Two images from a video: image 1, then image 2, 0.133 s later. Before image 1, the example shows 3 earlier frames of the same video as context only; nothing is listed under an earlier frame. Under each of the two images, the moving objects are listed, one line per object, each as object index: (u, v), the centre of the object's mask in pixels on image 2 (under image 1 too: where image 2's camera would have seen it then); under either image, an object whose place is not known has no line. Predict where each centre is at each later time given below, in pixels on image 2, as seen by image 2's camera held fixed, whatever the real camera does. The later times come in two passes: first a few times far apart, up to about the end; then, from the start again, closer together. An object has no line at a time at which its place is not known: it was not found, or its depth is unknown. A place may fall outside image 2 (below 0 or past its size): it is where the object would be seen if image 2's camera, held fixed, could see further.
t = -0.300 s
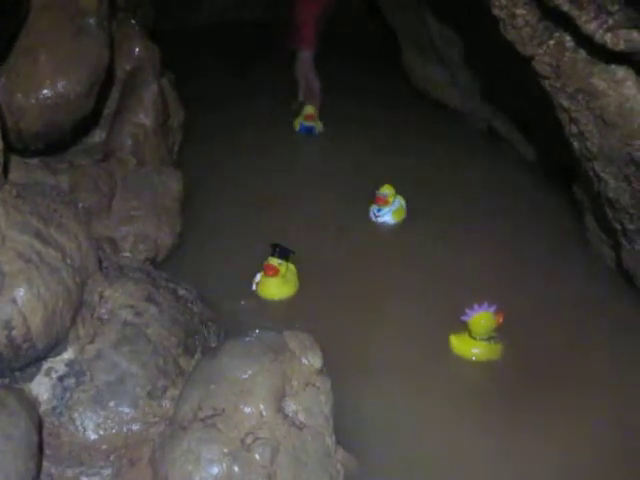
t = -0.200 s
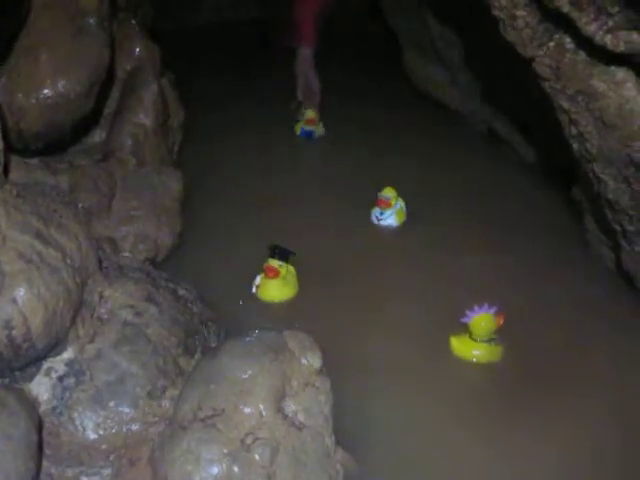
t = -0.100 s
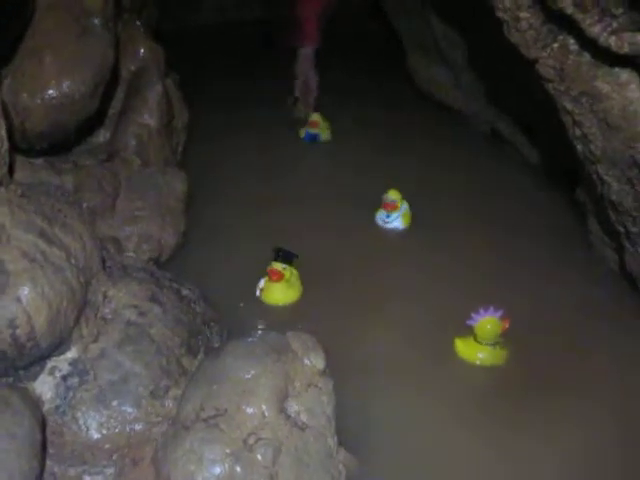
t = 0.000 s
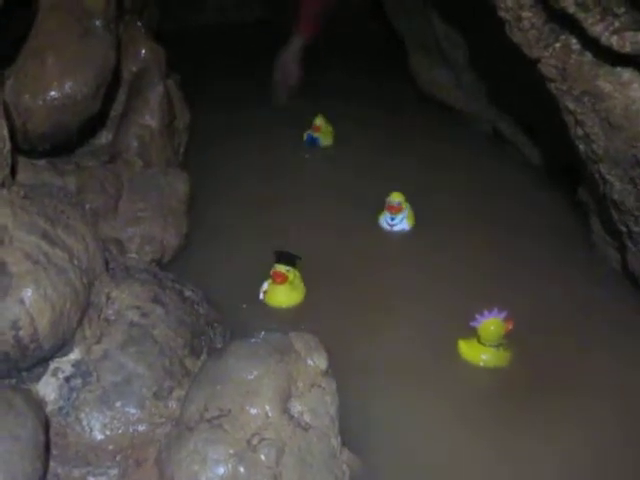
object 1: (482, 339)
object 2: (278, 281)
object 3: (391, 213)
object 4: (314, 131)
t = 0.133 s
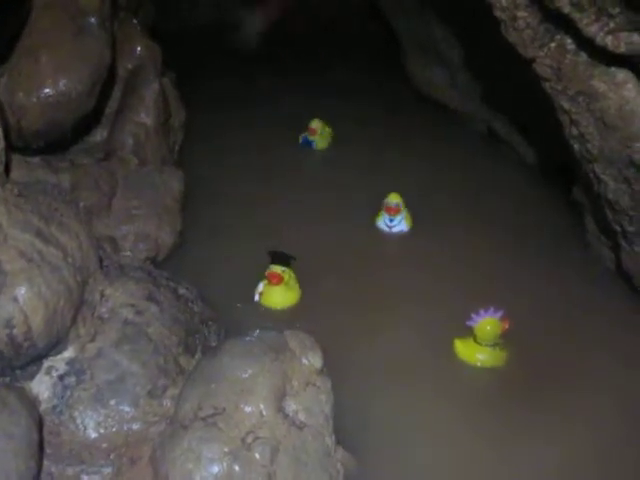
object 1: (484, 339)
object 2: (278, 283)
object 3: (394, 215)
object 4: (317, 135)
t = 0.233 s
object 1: (486, 341)
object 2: (279, 286)
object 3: (395, 216)
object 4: (317, 138)
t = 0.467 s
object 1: (489, 343)
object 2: (279, 289)
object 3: (399, 221)
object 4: (318, 144)
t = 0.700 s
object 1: (491, 345)
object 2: (280, 294)
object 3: (402, 224)
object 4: (319, 150)
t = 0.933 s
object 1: (494, 348)
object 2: (280, 298)
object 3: (404, 227)
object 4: (319, 155)
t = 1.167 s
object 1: (497, 349)
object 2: (281, 301)
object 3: (409, 230)
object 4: (320, 160)
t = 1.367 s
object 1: (500, 351)
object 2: (282, 303)
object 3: (412, 233)
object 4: (320, 165)
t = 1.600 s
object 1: (502, 353)
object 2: (283, 305)
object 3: (415, 236)
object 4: (319, 170)
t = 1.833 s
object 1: (504, 356)
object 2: (283, 307)
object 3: (418, 239)
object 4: (320, 175)
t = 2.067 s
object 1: (506, 356)
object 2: (282, 308)
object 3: (421, 243)
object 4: (320, 179)
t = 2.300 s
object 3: (425, 246)
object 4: (321, 183)
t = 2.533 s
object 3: (428, 249)
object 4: (321, 189)
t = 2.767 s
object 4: (321, 192)
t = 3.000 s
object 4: (322, 196)
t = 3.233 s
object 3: (436, 257)
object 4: (321, 201)
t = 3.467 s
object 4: (321, 204)
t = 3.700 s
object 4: (321, 208)
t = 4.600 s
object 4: (319, 223)
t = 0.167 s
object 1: (484, 340)
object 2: (278, 284)
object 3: (394, 216)
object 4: (316, 136)
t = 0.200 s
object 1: (485, 340)
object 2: (279, 285)
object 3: (394, 216)
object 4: (317, 136)
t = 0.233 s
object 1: (486, 341)
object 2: (279, 286)
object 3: (395, 216)
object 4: (317, 138)
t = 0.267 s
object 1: (486, 341)
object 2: (279, 286)
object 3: (395, 217)
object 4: (317, 138)
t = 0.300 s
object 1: (486, 342)
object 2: (279, 287)
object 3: (396, 218)
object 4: (317, 139)
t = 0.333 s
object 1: (487, 342)
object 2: (279, 287)
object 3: (396, 218)
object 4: (317, 140)
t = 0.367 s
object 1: (487, 343)
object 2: (279, 288)
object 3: (397, 219)
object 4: (317, 142)
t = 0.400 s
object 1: (488, 343)
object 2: (279, 288)
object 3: (397, 220)
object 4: (318, 142)
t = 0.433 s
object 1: (488, 343)
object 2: (279, 289)
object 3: (398, 220)
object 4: (318, 143)
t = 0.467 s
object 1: (489, 343)
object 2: (279, 289)
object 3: (399, 221)
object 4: (318, 144)
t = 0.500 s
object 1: (489, 344)
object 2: (279, 290)
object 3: (399, 221)
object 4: (319, 145)
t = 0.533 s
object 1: (490, 344)
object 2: (279, 291)
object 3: (399, 222)
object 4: (318, 145)
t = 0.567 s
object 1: (490, 344)
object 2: (279, 291)
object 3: (400, 222)
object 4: (319, 146)
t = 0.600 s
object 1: (490, 344)
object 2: (279, 292)
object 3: (400, 222)
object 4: (319, 147)
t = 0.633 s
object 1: (491, 345)
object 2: (280, 293)
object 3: (401, 223)
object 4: (319, 148)
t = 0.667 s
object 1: (491, 345)
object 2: (280, 293)
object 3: (401, 223)
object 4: (318, 149)
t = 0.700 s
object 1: (491, 345)
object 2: (280, 294)
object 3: (402, 224)
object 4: (319, 150)
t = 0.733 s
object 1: (492, 346)
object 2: (280, 294)
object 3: (403, 224)
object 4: (320, 150)
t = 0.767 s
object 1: (493, 346)
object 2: (281, 294)
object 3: (404, 225)
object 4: (320, 151)
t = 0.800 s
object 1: (494, 347)
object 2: (281, 295)
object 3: (404, 225)
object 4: (320, 152)
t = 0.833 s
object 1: (493, 347)
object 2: (280, 295)
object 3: (404, 225)
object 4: (320, 153)
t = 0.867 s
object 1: (494, 347)
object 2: (280, 296)
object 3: (404, 226)
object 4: (320, 154)
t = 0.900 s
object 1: (494, 348)
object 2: (280, 296)
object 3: (404, 226)
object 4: (319, 155)
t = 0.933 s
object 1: (494, 348)
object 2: (280, 298)
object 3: (404, 227)
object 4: (319, 155)
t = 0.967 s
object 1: (494, 348)
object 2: (280, 298)
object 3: (405, 227)
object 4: (319, 156)
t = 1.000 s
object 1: (495, 348)
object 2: (281, 299)
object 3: (406, 228)
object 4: (320, 157)
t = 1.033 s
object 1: (495, 348)
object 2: (281, 299)
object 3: (406, 228)
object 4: (320, 158)
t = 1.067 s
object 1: (496, 349)
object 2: (281, 300)
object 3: (407, 229)
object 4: (320, 158)
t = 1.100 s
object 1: (496, 349)
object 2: (281, 300)
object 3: (408, 229)
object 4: (320, 159)
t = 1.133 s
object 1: (496, 349)
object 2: (281, 301)
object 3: (408, 229)
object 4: (320, 159)
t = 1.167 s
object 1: (497, 349)
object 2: (281, 301)
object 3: (409, 230)
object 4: (320, 160)
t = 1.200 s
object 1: (498, 350)
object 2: (281, 302)
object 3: (409, 231)
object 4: (320, 161)
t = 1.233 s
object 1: (499, 350)
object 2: (281, 302)
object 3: (410, 232)
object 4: (319, 162)
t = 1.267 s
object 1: (499, 350)
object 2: (281, 303)
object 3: (410, 232)
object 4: (319, 163)
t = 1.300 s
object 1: (500, 350)
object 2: (281, 303)
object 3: (411, 232)
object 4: (320, 164)
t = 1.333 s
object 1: (500, 351)
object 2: (282, 303)
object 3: (411, 232)
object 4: (320, 164)
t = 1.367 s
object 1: (500, 351)
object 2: (282, 303)
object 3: (412, 233)
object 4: (320, 165)
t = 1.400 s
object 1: (500, 351)
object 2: (282, 303)
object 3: (412, 233)
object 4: (319, 165)
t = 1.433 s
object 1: (500, 351)
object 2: (282, 304)
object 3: (412, 233)
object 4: (319, 166)
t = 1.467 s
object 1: (500, 353)
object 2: (282, 304)
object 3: (413, 234)
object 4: (319, 167)
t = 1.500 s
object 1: (501, 352)
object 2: (282, 304)
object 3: (413, 235)
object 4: (319, 168)
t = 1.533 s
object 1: (501, 352)
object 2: (282, 305)
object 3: (414, 235)
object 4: (320, 169)
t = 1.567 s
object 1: (502, 352)
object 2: (283, 305)
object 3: (414, 236)
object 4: (319, 169)
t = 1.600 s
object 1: (502, 353)
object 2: (283, 305)
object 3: (415, 236)
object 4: (319, 170)
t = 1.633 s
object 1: (503, 352)
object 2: (283, 305)
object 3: (415, 237)
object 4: (320, 171)
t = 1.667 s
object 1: (504, 354)
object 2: (283, 306)
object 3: (416, 237)
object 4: (320, 172)
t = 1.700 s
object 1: (503, 355)
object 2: (283, 306)
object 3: (416, 237)
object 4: (320, 172)
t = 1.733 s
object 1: (503, 355)
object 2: (283, 306)
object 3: (417, 238)
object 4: (320, 173)
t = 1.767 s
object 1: (503, 354)
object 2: (283, 306)
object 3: (417, 238)
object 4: (320, 173)
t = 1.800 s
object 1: (504, 355)
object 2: (283, 306)
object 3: (418, 239)
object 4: (320, 174)
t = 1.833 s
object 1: (504, 356)
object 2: (283, 307)
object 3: (418, 239)
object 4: (320, 175)
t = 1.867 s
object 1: (504, 355)
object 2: (283, 307)
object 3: (419, 240)
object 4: (320, 175)
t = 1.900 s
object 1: (504, 357)
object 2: (282, 307)
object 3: (418, 240)
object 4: (320, 176)
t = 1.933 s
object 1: (505, 356)
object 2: (282, 307)
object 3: (419, 241)
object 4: (320, 177)
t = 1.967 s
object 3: (419, 241)
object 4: (320, 177)
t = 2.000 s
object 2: (282, 308)
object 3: (420, 242)
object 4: (320, 177)
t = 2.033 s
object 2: (282, 308)
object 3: (420, 242)
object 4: (320, 178)
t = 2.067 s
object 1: (506, 356)
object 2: (282, 308)
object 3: (421, 243)
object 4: (320, 179)
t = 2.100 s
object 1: (508, 357)
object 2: (283, 309)
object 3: (422, 243)
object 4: (320, 180)
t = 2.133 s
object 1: (508, 357)
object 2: (282, 309)
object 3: (422, 243)
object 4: (320, 181)
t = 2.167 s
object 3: (423, 244)
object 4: (321, 181)
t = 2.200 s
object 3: (424, 244)
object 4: (321, 182)
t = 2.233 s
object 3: (424, 245)
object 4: (321, 182)
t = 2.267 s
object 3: (424, 245)
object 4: (321, 182)
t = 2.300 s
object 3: (425, 246)
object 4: (321, 183)
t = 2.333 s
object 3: (425, 246)
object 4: (321, 184)
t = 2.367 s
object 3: (425, 246)
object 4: (321, 185)
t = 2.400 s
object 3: (426, 247)
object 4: (321, 186)
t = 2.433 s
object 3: (427, 247)
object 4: (321, 187)
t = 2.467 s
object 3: (427, 248)
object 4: (322, 187)
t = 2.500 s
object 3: (428, 248)
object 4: (322, 188)
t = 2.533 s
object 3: (428, 249)
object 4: (321, 189)
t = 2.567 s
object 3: (428, 249)
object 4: (321, 189)
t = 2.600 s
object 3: (429, 249)
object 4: (322, 189)
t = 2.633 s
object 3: (429, 250)
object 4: (322, 190)
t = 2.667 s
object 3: (429, 250)
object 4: (322, 190)
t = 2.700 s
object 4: (321, 191)
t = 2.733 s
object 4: (321, 192)
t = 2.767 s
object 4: (321, 192)
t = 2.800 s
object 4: (321, 193)
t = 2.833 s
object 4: (321, 194)
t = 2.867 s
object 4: (321, 194)
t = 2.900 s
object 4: (321, 195)
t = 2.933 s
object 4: (321, 195)
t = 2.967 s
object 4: (321, 196)
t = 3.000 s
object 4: (322, 196)
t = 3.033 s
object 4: (321, 197)
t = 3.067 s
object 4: (322, 197)
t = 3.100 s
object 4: (322, 198)
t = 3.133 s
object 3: (435, 255)
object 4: (322, 198)
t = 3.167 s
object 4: (322, 199)
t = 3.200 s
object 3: (436, 257)
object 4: (322, 200)
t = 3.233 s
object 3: (436, 257)
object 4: (321, 201)
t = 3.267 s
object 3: (437, 257)
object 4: (321, 202)
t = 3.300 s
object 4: (321, 202)
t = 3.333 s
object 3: (437, 258)
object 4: (321, 202)
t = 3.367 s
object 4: (321, 203)
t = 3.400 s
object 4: (321, 203)
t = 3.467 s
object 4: (321, 204)
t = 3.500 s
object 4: (321, 205)
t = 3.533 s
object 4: (321, 206)
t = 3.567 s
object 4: (321, 206)
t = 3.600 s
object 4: (321, 206)
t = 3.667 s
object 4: (321, 208)
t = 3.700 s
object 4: (321, 208)
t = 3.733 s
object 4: (321, 209)
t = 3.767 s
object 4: (320, 209)
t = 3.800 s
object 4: (321, 210)
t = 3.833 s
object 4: (321, 211)
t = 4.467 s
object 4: (320, 221)
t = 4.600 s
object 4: (319, 223)
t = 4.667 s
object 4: (319, 224)
